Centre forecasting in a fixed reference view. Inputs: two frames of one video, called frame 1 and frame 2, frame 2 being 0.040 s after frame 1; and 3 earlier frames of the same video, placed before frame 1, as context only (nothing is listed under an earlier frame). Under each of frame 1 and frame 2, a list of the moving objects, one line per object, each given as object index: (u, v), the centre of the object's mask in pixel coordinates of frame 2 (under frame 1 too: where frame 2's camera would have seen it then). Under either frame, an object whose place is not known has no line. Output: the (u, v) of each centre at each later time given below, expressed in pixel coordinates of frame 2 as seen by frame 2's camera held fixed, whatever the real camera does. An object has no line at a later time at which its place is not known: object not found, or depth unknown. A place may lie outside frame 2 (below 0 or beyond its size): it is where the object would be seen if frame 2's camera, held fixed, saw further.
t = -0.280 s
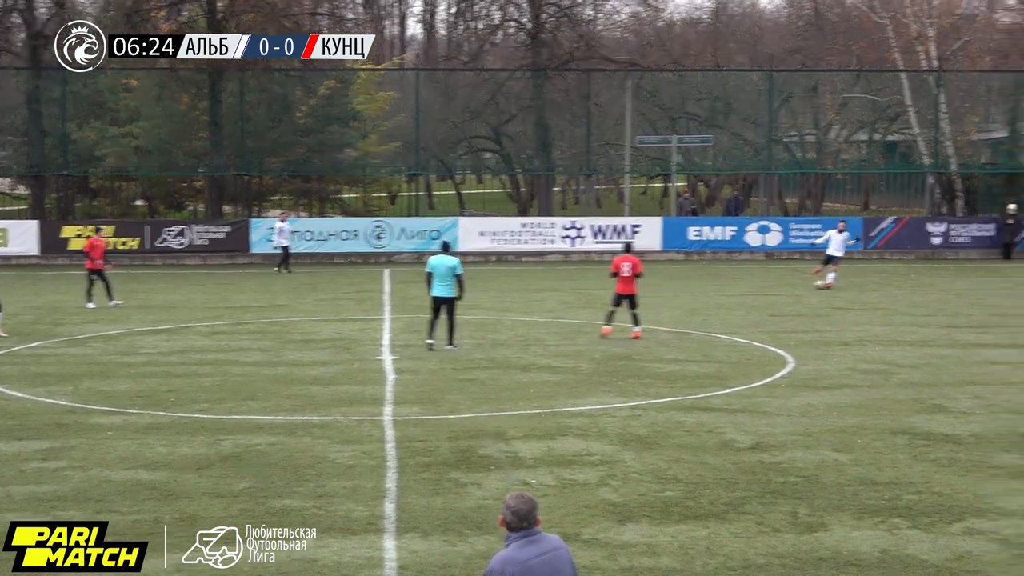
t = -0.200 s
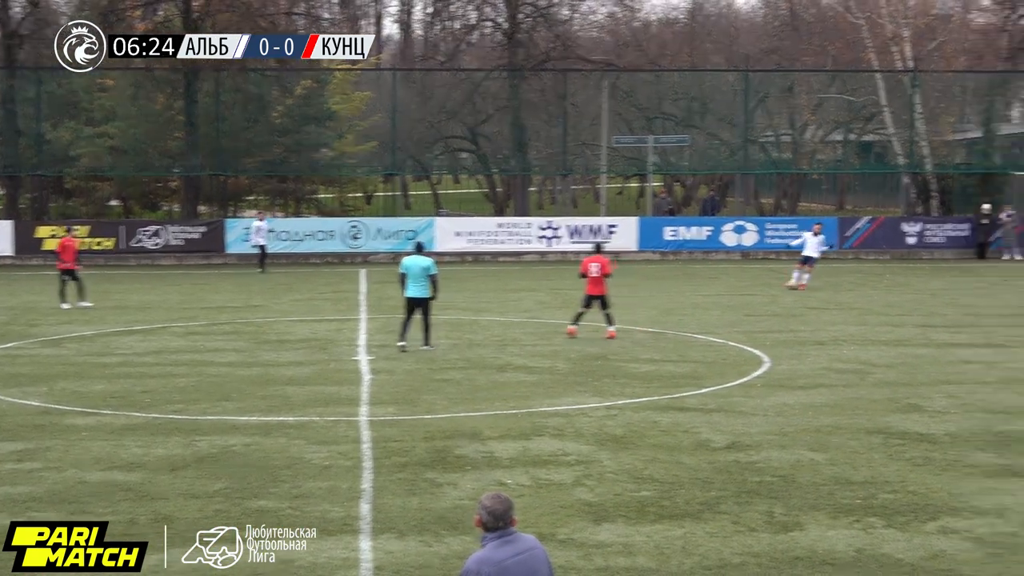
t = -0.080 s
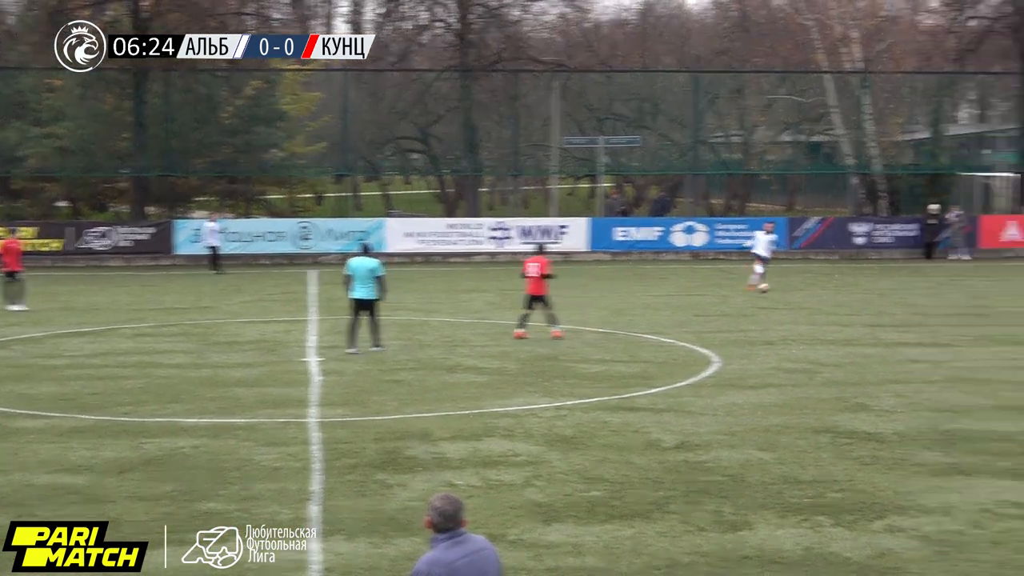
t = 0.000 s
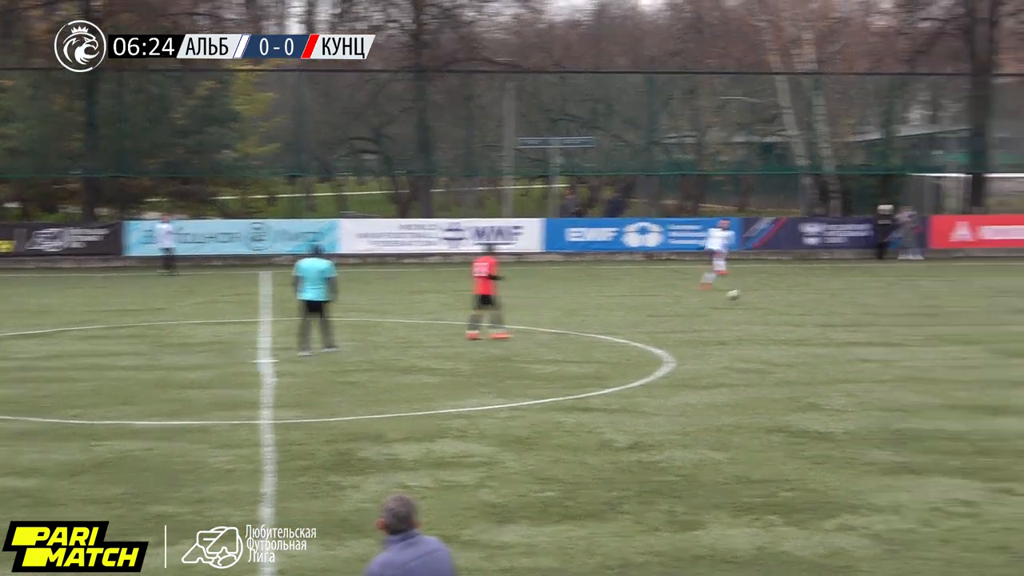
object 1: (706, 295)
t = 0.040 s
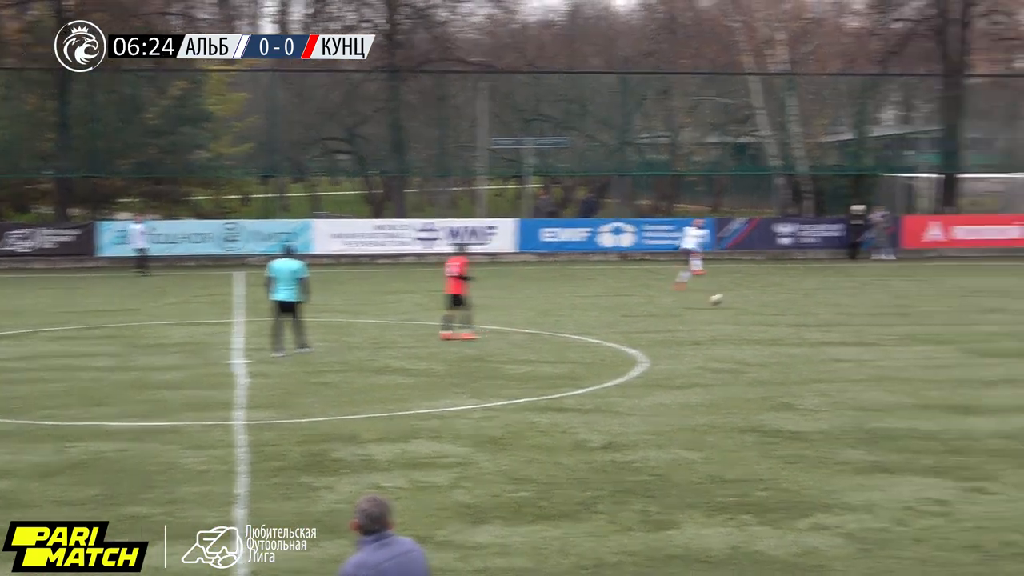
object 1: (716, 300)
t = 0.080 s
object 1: (725, 305)
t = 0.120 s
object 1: (735, 308)
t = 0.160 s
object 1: (745, 311)
